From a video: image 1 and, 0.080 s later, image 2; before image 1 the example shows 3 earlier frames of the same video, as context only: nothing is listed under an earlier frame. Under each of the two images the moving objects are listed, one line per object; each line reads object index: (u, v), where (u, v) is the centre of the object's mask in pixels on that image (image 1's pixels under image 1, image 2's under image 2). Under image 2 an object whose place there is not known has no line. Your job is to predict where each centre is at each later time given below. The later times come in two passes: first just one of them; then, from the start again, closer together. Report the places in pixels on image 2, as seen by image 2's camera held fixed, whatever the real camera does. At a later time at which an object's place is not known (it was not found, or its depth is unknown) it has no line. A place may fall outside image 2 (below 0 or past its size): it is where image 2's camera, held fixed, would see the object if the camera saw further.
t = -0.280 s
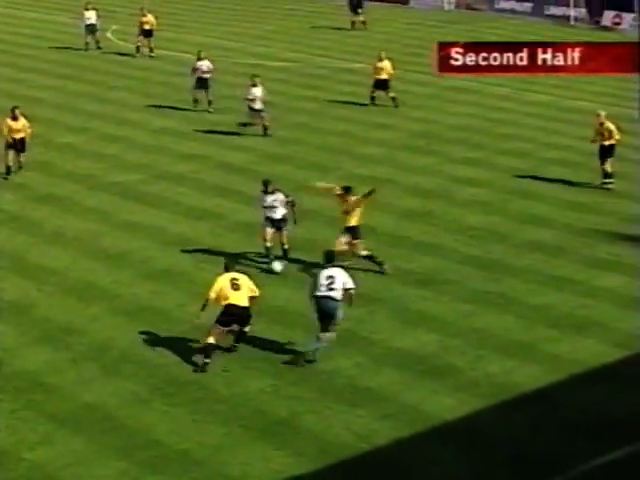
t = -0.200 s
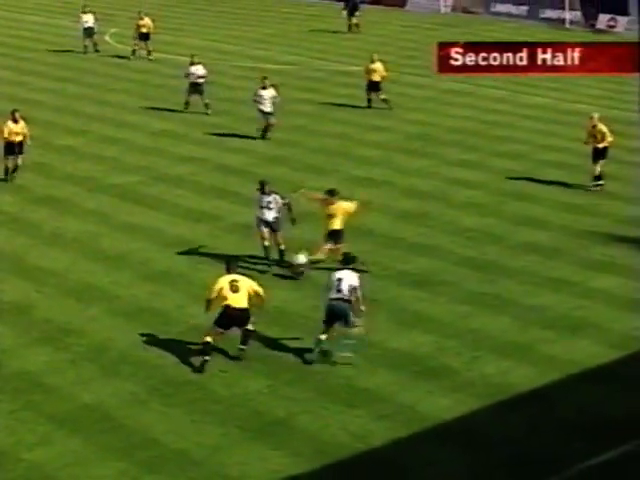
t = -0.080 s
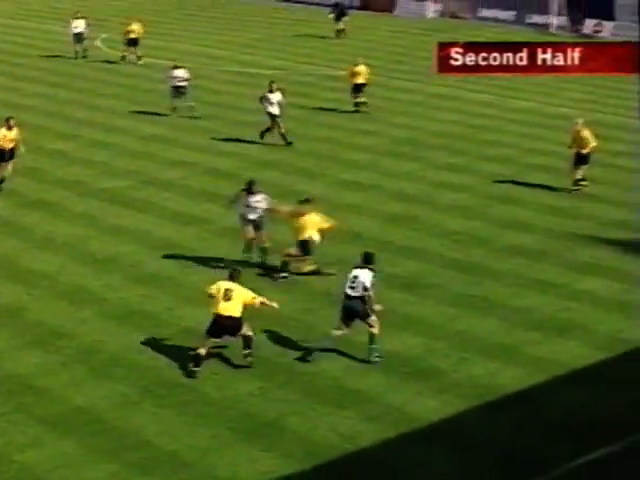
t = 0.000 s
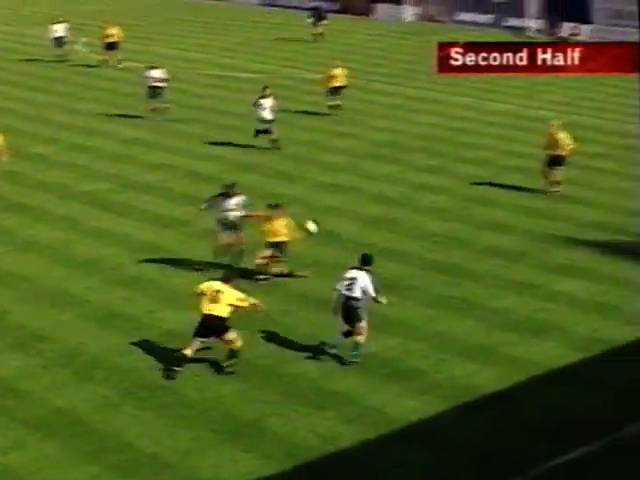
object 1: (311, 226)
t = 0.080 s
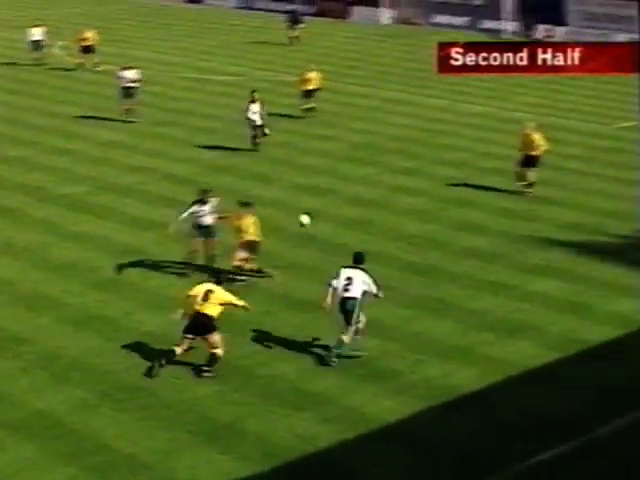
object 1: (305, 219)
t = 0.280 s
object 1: (348, 210)
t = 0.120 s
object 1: (314, 215)
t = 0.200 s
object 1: (332, 211)
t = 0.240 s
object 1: (340, 210)
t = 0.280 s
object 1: (348, 210)
